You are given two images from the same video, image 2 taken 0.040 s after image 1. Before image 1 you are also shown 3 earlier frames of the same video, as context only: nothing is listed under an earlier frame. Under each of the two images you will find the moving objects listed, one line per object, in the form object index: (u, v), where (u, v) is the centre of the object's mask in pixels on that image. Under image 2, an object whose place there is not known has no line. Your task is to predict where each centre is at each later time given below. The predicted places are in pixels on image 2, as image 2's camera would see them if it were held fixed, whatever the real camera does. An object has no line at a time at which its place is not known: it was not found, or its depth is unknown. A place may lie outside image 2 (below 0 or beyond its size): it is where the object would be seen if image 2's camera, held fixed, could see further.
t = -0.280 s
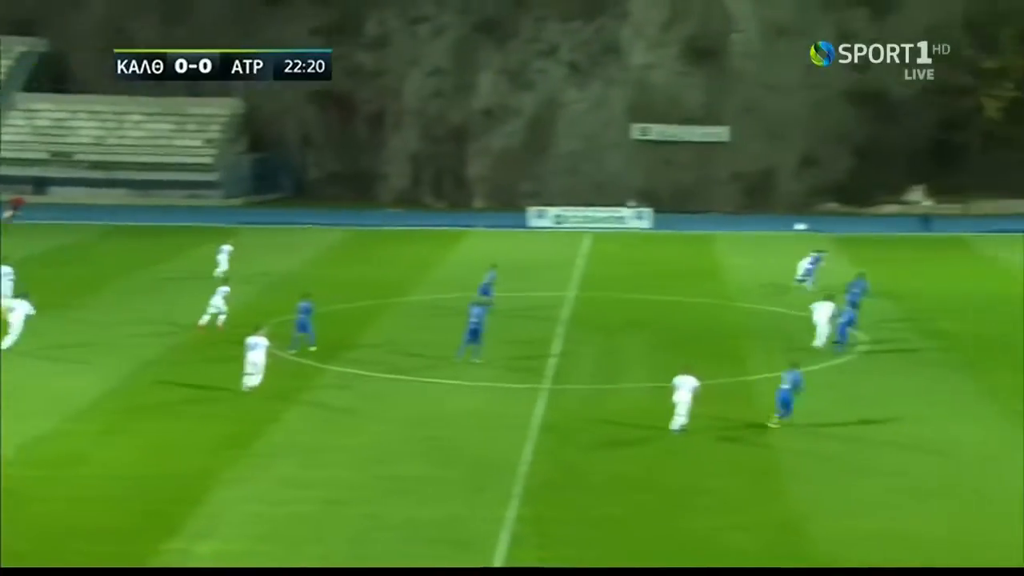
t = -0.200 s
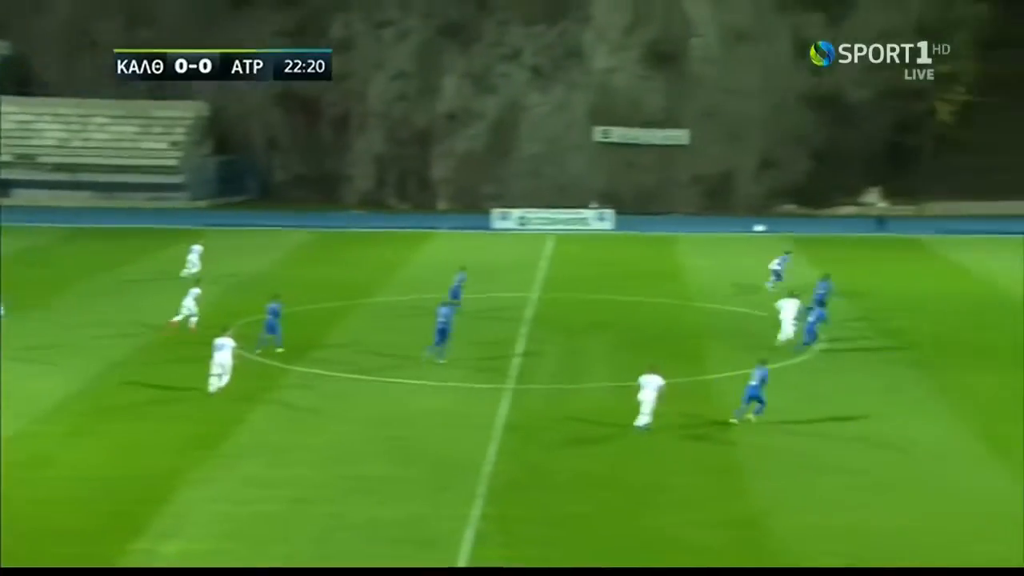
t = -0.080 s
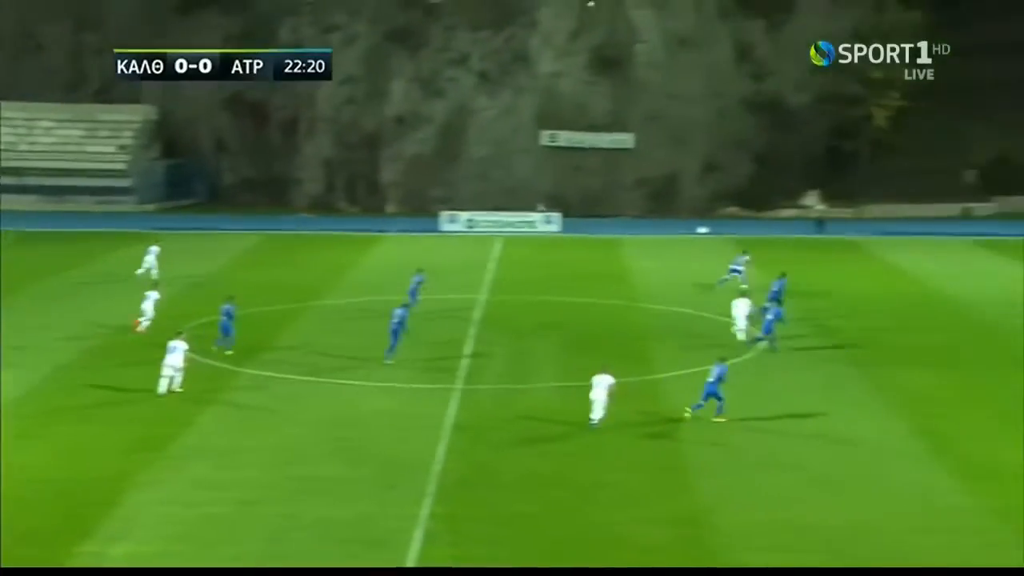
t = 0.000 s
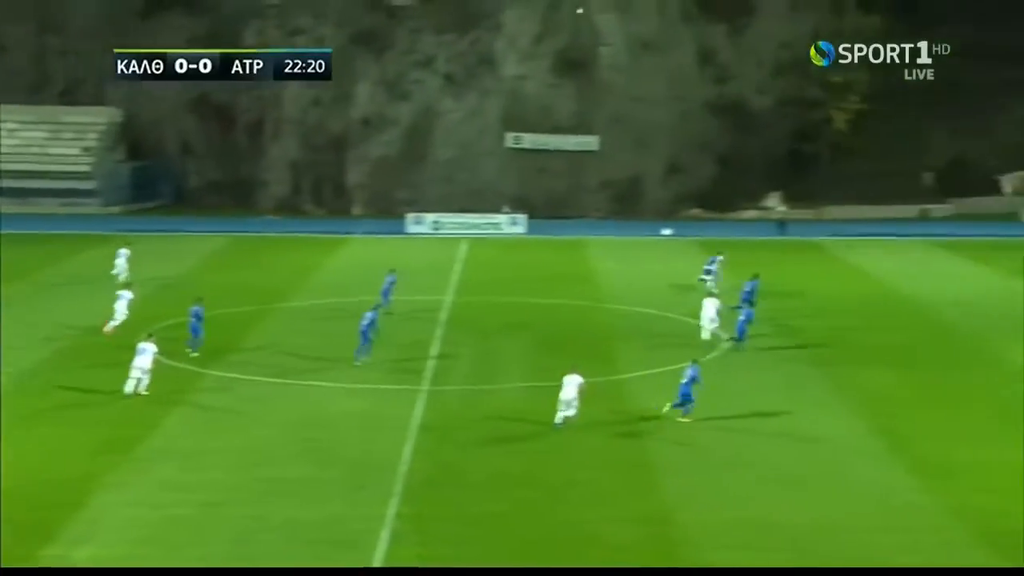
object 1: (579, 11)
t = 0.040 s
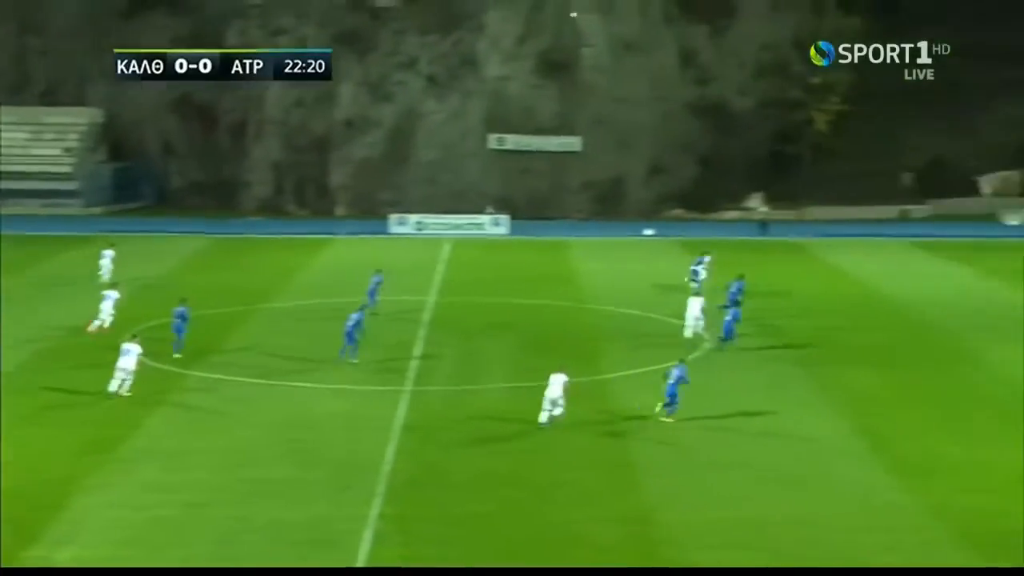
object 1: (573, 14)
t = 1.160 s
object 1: (816, 175)
